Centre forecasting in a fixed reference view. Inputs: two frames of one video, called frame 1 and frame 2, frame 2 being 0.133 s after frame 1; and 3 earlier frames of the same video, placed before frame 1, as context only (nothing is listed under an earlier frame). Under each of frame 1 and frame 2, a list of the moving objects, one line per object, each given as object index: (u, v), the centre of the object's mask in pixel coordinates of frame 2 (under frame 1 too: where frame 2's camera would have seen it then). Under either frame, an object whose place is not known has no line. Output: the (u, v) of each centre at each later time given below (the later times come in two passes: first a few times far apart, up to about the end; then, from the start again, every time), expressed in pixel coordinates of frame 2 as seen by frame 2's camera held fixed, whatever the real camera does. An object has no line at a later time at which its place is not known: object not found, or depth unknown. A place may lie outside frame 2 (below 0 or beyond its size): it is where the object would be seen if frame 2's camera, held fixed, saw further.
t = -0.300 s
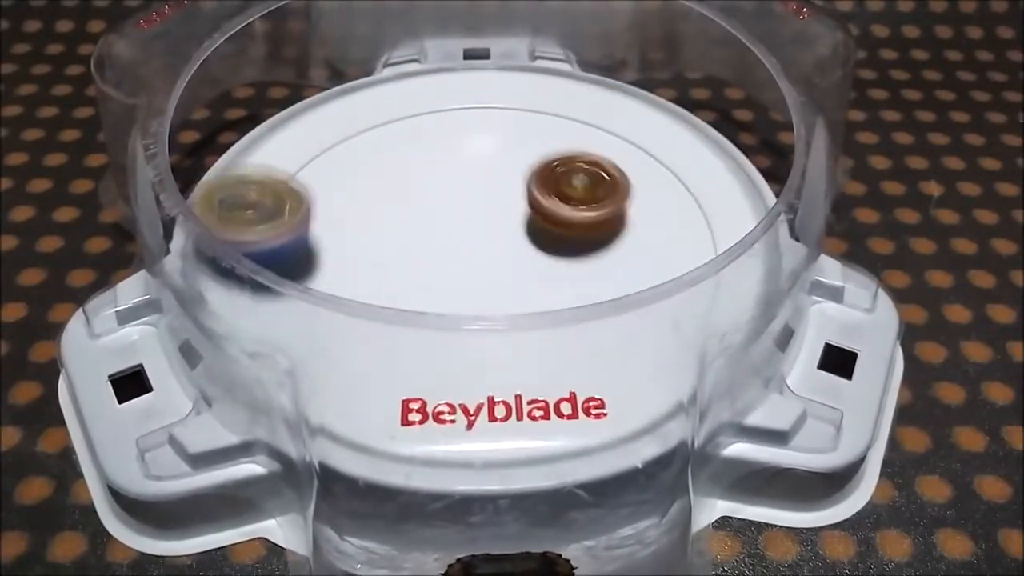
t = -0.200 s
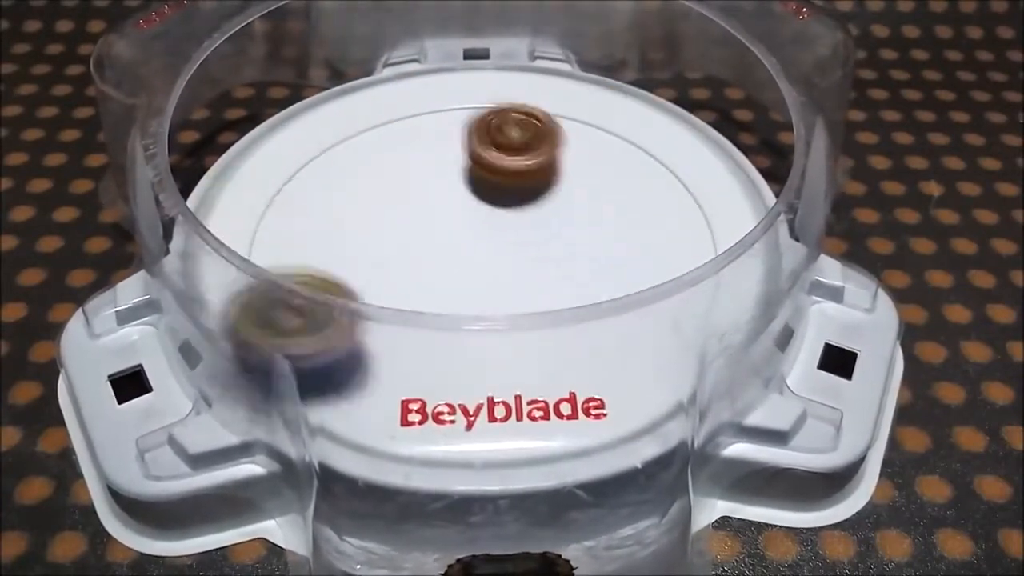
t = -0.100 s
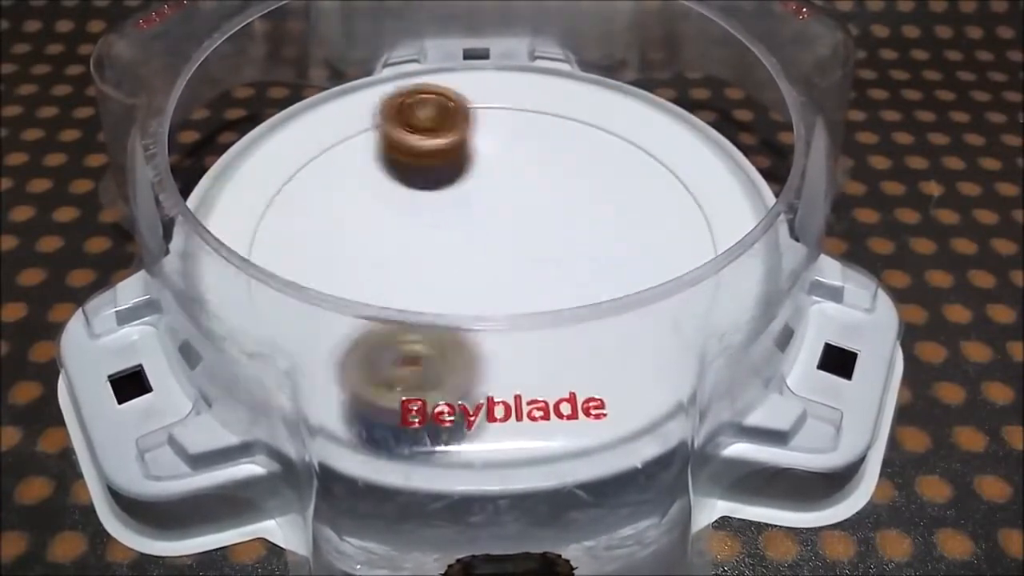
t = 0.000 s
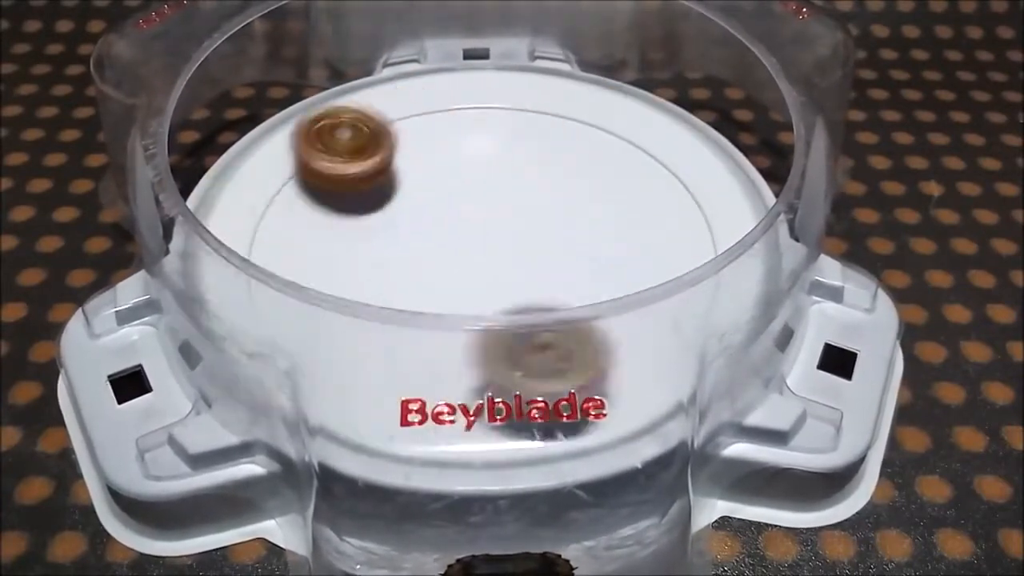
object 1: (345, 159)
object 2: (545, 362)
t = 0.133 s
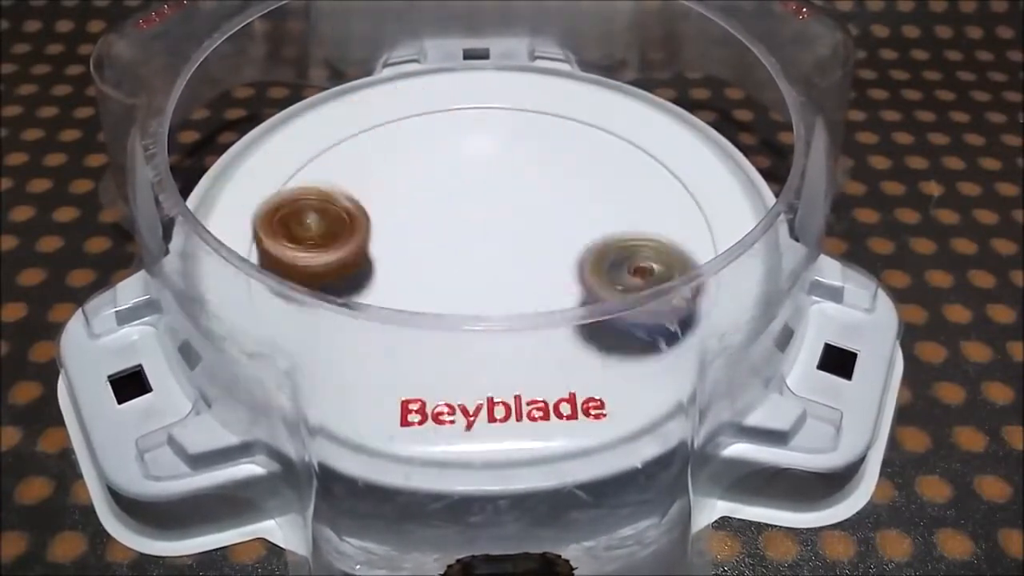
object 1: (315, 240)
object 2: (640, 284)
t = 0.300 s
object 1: (455, 318)
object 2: (625, 198)
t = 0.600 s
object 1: (603, 174)
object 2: (428, 120)
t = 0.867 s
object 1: (410, 147)
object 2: (349, 251)
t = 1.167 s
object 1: (486, 334)
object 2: (576, 246)
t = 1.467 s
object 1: (643, 213)
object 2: (480, 176)
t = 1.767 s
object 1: (450, 165)
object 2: (429, 263)
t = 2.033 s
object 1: (360, 235)
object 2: (503, 287)
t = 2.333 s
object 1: (398, 249)
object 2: (554, 238)
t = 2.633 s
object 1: (424, 242)
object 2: (505, 172)
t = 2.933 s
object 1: (460, 264)
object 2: (457, 170)
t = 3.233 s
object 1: (532, 272)
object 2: (513, 188)
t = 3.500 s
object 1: (528, 268)
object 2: (514, 179)
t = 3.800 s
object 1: (477, 274)
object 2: (460, 188)
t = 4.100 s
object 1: (438, 301)
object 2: (445, 141)
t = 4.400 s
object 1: (401, 271)
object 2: (486, 167)
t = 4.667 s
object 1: (416, 268)
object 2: (570, 145)
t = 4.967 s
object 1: (468, 214)
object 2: (588, 196)
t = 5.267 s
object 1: (422, 192)
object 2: (637, 249)
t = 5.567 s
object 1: (474, 221)
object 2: (546, 279)
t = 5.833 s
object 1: (513, 196)
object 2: (475, 269)
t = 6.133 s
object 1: (529, 205)
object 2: (395, 198)
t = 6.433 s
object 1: (525, 254)
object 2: (402, 178)
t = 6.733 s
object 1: (491, 310)
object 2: (509, 197)
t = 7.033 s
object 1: (465, 334)
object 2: (626, 194)
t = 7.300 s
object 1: (426, 269)
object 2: (571, 246)
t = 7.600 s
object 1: (405, 193)
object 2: (399, 335)
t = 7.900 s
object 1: (452, 183)
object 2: (367, 323)
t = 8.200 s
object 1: (539, 214)
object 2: (351, 256)
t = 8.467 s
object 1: (574, 254)
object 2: (352, 243)
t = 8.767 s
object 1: (528, 278)
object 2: (359, 222)
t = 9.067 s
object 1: (432, 279)
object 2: (355, 219)
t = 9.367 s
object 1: (448, 275)
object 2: (367, 212)
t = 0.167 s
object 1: (331, 254)
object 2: (638, 256)
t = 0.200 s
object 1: (350, 285)
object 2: (641, 246)
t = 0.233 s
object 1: (382, 302)
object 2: (640, 233)
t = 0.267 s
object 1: (417, 311)
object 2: (634, 214)
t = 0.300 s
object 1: (455, 318)
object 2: (625, 198)
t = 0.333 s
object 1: (494, 314)
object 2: (614, 184)
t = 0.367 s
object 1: (529, 305)
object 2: (601, 170)
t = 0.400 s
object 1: (559, 290)
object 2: (584, 159)
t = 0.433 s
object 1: (581, 267)
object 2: (564, 146)
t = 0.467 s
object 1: (599, 255)
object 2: (539, 134)
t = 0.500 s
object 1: (610, 239)
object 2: (513, 126)
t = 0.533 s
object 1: (613, 217)
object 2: (483, 120)
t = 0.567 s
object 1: (611, 195)
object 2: (455, 118)
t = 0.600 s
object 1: (603, 174)
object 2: (428, 120)
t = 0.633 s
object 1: (590, 156)
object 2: (405, 126)
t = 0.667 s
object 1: (570, 141)
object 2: (382, 135)
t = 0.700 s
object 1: (546, 129)
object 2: (362, 149)
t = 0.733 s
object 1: (519, 124)
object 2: (349, 173)
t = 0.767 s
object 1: (490, 122)
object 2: (337, 185)
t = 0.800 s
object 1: (462, 126)
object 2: (335, 214)
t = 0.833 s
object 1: (435, 134)
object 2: (338, 237)
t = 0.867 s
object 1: (410, 147)
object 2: (349, 251)
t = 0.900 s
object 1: (390, 163)
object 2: (365, 264)
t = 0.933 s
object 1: (375, 179)
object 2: (389, 274)
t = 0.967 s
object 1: (366, 199)
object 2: (418, 280)
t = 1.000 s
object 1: (363, 225)
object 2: (452, 282)
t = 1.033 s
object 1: (370, 251)
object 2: (484, 282)
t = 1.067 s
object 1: (386, 266)
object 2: (514, 277)
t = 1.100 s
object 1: (406, 293)
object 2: (540, 270)
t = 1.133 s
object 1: (434, 314)
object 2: (558, 263)
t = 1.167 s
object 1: (486, 334)
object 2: (576, 246)
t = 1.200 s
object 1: (503, 334)
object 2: (579, 238)
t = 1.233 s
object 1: (556, 330)
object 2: (576, 208)
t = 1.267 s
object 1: (589, 324)
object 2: (565, 204)
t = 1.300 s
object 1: (616, 307)
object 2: (554, 184)
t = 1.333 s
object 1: (636, 286)
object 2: (539, 176)
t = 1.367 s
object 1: (649, 265)
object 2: (522, 172)
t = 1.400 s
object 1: (653, 243)
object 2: (506, 171)
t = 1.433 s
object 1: (653, 230)
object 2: (493, 173)
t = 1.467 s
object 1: (643, 213)
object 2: (480, 176)
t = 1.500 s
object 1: (628, 198)
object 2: (468, 181)
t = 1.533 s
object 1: (608, 185)
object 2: (461, 187)
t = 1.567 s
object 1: (584, 177)
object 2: (456, 196)
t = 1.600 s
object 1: (558, 171)
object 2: (452, 206)
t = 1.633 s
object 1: (532, 165)
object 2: (452, 215)
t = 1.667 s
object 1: (511, 160)
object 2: (443, 228)
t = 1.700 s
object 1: (491, 159)
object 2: (436, 248)
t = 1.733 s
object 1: (470, 160)
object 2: (430, 257)
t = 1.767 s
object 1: (450, 165)
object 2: (429, 263)
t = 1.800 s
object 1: (431, 172)
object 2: (430, 267)
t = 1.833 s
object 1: (413, 180)
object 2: (434, 270)
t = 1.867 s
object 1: (400, 191)
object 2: (439, 272)
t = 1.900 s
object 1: (389, 205)
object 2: (446, 274)
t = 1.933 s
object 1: (381, 220)
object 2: (456, 276)
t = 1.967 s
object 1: (375, 232)
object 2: (470, 279)
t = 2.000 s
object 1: (366, 233)
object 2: (489, 285)
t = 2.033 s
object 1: (360, 235)
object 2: (503, 287)
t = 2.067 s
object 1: (358, 237)
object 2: (520, 287)
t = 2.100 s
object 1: (359, 239)
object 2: (536, 286)
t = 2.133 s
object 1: (363, 241)
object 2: (549, 284)
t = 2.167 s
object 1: (368, 243)
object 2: (562, 280)
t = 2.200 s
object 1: (373, 244)
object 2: (569, 273)
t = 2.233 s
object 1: (379, 246)
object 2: (572, 267)
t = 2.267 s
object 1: (386, 247)
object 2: (572, 260)
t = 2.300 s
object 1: (392, 248)
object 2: (565, 248)
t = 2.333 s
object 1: (398, 249)
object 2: (554, 238)
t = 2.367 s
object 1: (404, 250)
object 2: (541, 230)
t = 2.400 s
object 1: (410, 250)
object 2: (528, 223)
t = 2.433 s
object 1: (410, 250)
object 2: (518, 216)
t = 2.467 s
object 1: (406, 249)
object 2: (520, 208)
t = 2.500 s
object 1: (406, 248)
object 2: (521, 200)
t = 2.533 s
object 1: (410, 245)
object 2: (521, 193)
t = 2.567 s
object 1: (413, 244)
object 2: (518, 185)
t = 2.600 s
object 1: (418, 243)
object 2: (512, 178)
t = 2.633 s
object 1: (424, 242)
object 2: (505, 172)
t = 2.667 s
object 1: (428, 243)
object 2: (498, 167)
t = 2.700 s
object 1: (430, 244)
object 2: (490, 164)
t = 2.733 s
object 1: (431, 246)
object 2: (481, 161)
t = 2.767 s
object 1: (433, 249)
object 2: (472, 157)
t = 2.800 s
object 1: (436, 251)
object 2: (465, 158)
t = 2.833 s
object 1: (440, 255)
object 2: (461, 162)
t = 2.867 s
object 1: (445, 258)
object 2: (457, 163)
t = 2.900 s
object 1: (452, 261)
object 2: (457, 167)
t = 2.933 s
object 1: (460, 264)
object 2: (457, 170)
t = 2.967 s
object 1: (469, 266)
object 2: (458, 174)
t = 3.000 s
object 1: (479, 268)
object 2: (462, 178)
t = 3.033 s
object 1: (489, 270)
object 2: (467, 181)
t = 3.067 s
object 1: (499, 272)
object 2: (473, 185)
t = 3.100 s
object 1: (508, 273)
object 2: (481, 187)
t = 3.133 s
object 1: (517, 273)
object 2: (489, 189)
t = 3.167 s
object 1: (524, 273)
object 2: (496, 189)
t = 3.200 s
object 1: (529, 272)
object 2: (506, 189)
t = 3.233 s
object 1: (532, 272)
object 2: (513, 188)
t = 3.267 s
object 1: (534, 273)
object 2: (520, 186)
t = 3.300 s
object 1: (536, 273)
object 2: (524, 183)
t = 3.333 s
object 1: (535, 272)
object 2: (526, 180)
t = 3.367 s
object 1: (534, 271)
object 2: (527, 175)
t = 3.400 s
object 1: (533, 271)
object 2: (525, 173)
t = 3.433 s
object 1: (532, 270)
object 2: (522, 176)
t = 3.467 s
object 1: (530, 269)
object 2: (519, 177)
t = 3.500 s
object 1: (528, 268)
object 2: (514, 179)
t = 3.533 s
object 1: (525, 270)
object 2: (511, 177)
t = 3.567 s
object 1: (519, 273)
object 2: (505, 173)
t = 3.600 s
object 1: (510, 274)
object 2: (499, 169)
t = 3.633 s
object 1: (504, 275)
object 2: (492, 167)
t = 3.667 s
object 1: (500, 275)
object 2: (484, 166)
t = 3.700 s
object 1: (495, 275)
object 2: (477, 167)
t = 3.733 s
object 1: (489, 275)
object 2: (468, 172)
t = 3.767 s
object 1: (483, 274)
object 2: (462, 179)
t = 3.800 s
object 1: (477, 274)
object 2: (460, 188)
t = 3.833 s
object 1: (469, 277)
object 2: (462, 190)
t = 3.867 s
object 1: (459, 293)
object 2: (463, 181)
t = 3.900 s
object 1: (448, 303)
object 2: (463, 173)
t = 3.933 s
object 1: (440, 307)
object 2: (462, 165)
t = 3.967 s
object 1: (437, 309)
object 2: (460, 156)
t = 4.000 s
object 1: (436, 308)
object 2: (459, 152)
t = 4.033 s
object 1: (435, 307)
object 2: (455, 146)
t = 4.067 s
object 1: (437, 304)
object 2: (450, 141)
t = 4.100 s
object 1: (438, 301)
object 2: (445, 141)
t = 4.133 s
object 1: (439, 296)
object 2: (441, 142)
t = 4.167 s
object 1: (440, 292)
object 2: (439, 143)
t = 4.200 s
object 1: (439, 278)
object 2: (436, 148)
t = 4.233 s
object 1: (437, 275)
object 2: (437, 156)
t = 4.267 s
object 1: (434, 272)
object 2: (440, 165)
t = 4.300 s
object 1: (431, 269)
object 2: (445, 173)
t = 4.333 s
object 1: (425, 267)
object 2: (458, 179)
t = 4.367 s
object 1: (405, 271)
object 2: (482, 170)
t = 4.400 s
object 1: (401, 271)
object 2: (486, 167)
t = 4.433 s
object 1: (394, 272)
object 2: (500, 160)
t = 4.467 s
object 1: (394, 272)
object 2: (510, 157)
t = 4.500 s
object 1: (395, 271)
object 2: (519, 153)
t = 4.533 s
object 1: (399, 271)
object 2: (530, 151)
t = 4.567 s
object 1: (403, 270)
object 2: (540, 147)
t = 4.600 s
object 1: (407, 270)
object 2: (549, 146)
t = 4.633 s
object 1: (411, 269)
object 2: (560, 145)
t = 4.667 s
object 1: (416, 268)
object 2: (570, 145)
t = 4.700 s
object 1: (421, 267)
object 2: (579, 144)
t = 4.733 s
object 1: (427, 264)
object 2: (584, 146)
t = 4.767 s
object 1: (434, 261)
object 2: (587, 149)
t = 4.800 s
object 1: (441, 256)
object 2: (588, 152)
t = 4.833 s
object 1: (449, 248)
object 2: (590, 156)
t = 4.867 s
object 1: (456, 240)
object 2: (587, 164)
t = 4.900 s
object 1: (462, 232)
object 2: (587, 177)
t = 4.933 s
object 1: (468, 223)
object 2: (585, 186)
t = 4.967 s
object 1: (468, 214)
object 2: (588, 196)
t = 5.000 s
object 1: (448, 205)
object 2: (610, 199)
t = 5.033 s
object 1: (435, 197)
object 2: (626, 210)
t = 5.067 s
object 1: (425, 190)
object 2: (635, 217)
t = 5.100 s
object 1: (421, 187)
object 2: (638, 220)
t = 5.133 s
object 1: (419, 186)
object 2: (643, 225)
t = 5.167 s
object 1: (420, 187)
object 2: (644, 232)
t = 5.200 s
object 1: (421, 188)
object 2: (644, 236)
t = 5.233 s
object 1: (422, 190)
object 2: (643, 242)
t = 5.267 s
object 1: (422, 192)
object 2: (637, 249)
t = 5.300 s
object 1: (423, 195)
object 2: (631, 253)
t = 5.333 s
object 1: (424, 198)
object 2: (622, 260)
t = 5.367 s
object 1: (426, 201)
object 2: (613, 265)
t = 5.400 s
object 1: (430, 204)
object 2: (604, 268)
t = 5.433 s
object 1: (437, 208)
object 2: (592, 272)
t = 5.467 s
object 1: (445, 212)
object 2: (582, 275)
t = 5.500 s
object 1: (454, 216)
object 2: (571, 277)
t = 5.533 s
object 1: (464, 220)
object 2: (559, 278)
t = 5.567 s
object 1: (474, 221)
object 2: (546, 279)
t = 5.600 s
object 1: (484, 216)
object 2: (540, 282)
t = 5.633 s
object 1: (491, 208)
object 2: (526, 284)
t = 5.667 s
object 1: (495, 203)
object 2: (515, 284)
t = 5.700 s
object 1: (498, 201)
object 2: (508, 281)
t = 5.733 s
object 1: (502, 199)
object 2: (500, 279)
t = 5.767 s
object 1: (506, 197)
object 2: (493, 276)
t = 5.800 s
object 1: (509, 197)
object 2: (486, 272)
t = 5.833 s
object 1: (513, 196)
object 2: (475, 269)
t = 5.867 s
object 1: (515, 195)
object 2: (467, 266)
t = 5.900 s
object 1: (521, 194)
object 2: (446, 252)
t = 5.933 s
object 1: (525, 193)
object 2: (436, 247)
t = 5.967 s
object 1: (527, 193)
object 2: (427, 238)
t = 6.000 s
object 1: (528, 194)
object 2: (424, 234)
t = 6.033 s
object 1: (530, 197)
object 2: (412, 222)
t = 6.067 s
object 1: (530, 199)
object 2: (406, 212)
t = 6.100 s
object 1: (529, 202)
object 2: (401, 205)
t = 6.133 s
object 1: (529, 205)
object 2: (395, 198)
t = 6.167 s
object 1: (529, 209)
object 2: (392, 193)
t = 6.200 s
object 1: (529, 213)
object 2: (389, 187)
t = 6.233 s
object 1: (529, 218)
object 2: (390, 188)
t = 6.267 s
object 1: (529, 223)
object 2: (389, 185)
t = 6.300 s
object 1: (529, 229)
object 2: (389, 183)
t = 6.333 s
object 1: (529, 235)
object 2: (390, 178)
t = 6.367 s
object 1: (528, 241)
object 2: (395, 177)
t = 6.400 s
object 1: (526, 248)
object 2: (398, 177)
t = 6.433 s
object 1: (525, 254)
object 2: (402, 178)
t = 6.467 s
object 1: (523, 260)
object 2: (403, 180)
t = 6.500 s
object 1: (520, 265)
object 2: (407, 182)
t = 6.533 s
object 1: (517, 268)
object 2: (413, 184)
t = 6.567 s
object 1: (514, 271)
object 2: (422, 188)
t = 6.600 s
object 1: (511, 274)
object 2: (433, 196)
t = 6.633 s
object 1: (507, 275)
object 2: (446, 200)
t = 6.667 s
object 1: (503, 278)
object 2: (460, 204)
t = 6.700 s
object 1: (498, 292)
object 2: (481, 205)
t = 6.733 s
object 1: (491, 310)
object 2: (509, 197)
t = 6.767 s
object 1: (486, 317)
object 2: (530, 206)
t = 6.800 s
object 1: (482, 330)
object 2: (557, 195)
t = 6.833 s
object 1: (479, 336)
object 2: (577, 197)
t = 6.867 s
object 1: (476, 341)
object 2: (597, 188)
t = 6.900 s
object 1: (472, 344)
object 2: (611, 188)
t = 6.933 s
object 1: (470, 344)
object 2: (619, 192)
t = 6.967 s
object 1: (468, 342)
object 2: (625, 190)
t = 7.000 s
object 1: (466, 338)
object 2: (627, 191)
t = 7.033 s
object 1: (465, 334)
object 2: (626, 194)
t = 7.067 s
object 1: (462, 334)
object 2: (625, 196)
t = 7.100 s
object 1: (458, 327)
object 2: (622, 198)
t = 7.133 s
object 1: (452, 315)
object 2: (618, 202)
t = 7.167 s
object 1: (446, 307)
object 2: (612, 206)
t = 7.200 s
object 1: (441, 297)
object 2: (605, 214)
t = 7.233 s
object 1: (436, 279)
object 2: (597, 219)
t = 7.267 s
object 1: (430, 274)
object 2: (587, 230)
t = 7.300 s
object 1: (426, 269)
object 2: (571, 246)
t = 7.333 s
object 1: (421, 263)
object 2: (555, 258)
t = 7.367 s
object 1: (418, 256)
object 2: (537, 270)
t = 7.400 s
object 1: (414, 246)
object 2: (519, 279)
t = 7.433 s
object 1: (411, 236)
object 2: (501, 285)
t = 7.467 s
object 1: (409, 227)
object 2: (481, 290)
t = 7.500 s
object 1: (407, 218)
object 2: (457, 304)
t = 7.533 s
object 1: (405, 209)
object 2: (439, 314)
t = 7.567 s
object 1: (404, 202)
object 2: (422, 330)
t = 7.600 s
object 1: (405, 193)
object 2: (399, 335)
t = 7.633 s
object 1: (406, 191)
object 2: (392, 337)
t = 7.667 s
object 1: (410, 186)
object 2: (376, 346)
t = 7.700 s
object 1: (413, 184)
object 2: (373, 343)
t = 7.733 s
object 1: (417, 183)
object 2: (377, 353)
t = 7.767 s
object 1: (423, 181)
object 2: (382, 351)
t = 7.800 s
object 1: (429, 182)
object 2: (375, 337)
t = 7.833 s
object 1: (435, 182)
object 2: (372, 331)
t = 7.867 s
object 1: (444, 182)
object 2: (371, 325)
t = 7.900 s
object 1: (452, 183)
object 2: (367, 323)
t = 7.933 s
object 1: (462, 186)
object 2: (369, 308)
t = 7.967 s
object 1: (472, 188)
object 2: (370, 299)
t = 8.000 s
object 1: (482, 190)
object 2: (364, 277)
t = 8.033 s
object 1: (493, 194)
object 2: (362, 272)
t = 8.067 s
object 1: (502, 197)
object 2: (359, 269)
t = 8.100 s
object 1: (511, 201)
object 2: (357, 266)
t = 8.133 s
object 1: (522, 205)
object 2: (353, 262)
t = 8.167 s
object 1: (530, 210)
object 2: (351, 259)
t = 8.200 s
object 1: (539, 214)
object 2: (351, 256)
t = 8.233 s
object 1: (547, 219)
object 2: (350, 252)
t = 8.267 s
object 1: (554, 224)
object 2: (350, 250)
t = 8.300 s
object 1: (561, 229)
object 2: (351, 246)
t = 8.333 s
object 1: (566, 235)
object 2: (350, 246)
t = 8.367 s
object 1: (570, 240)
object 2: (348, 245)
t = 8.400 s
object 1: (573, 246)
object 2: (348, 244)
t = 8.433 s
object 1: (575, 251)
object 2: (350, 244)
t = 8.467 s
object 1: (574, 254)
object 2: (352, 243)
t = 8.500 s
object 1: (574, 258)
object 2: (353, 241)
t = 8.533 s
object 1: (571, 261)
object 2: (355, 240)
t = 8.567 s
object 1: (568, 264)
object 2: (356, 234)
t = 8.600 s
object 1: (563, 267)
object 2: (359, 233)
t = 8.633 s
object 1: (558, 270)
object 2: (361, 230)
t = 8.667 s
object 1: (551, 273)
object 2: (361, 228)
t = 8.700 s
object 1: (543, 275)
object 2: (361, 225)
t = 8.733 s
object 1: (533, 277)
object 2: (359, 223)
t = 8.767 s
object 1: (528, 278)
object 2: (359, 222)
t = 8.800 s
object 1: (513, 281)
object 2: (359, 222)
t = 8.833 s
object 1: (501, 282)
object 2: (360, 221)
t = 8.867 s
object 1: (489, 282)
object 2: (360, 222)
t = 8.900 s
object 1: (477, 282)
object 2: (360, 223)
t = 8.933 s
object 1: (466, 282)
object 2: (360, 225)
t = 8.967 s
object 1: (455, 281)
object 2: (359, 223)
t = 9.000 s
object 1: (442, 279)
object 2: (356, 224)
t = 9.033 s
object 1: (437, 279)
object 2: (355, 221)
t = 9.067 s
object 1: (432, 279)
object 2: (355, 219)
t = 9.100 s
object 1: (429, 278)
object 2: (355, 217)
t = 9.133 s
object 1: (429, 278)
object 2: (357, 217)
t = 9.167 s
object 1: (431, 278)
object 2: (361, 215)
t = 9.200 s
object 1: (434, 278)
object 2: (364, 213)
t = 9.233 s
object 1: (435, 278)
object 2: (366, 212)
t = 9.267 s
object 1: (438, 277)
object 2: (366, 211)
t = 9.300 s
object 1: (440, 277)
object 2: (367, 211)
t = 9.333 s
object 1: (443, 276)
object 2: (366, 211)
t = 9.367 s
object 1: (448, 275)
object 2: (367, 212)
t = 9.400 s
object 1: (453, 273)
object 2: (367, 214)
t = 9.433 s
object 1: (459, 270)
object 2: (368, 216)
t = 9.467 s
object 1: (466, 267)
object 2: (370, 221)
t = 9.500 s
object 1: (472, 263)
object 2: (369, 224)
